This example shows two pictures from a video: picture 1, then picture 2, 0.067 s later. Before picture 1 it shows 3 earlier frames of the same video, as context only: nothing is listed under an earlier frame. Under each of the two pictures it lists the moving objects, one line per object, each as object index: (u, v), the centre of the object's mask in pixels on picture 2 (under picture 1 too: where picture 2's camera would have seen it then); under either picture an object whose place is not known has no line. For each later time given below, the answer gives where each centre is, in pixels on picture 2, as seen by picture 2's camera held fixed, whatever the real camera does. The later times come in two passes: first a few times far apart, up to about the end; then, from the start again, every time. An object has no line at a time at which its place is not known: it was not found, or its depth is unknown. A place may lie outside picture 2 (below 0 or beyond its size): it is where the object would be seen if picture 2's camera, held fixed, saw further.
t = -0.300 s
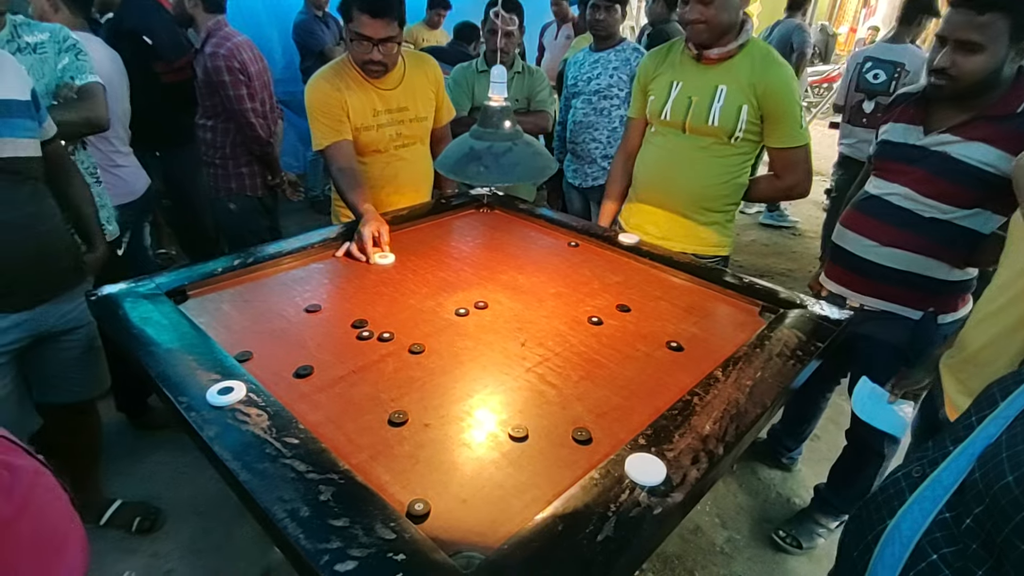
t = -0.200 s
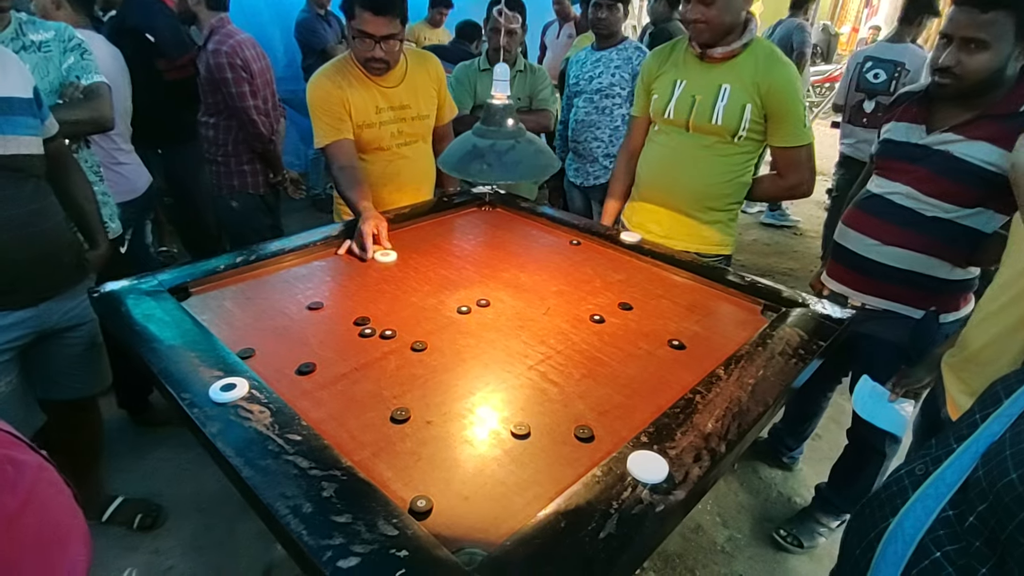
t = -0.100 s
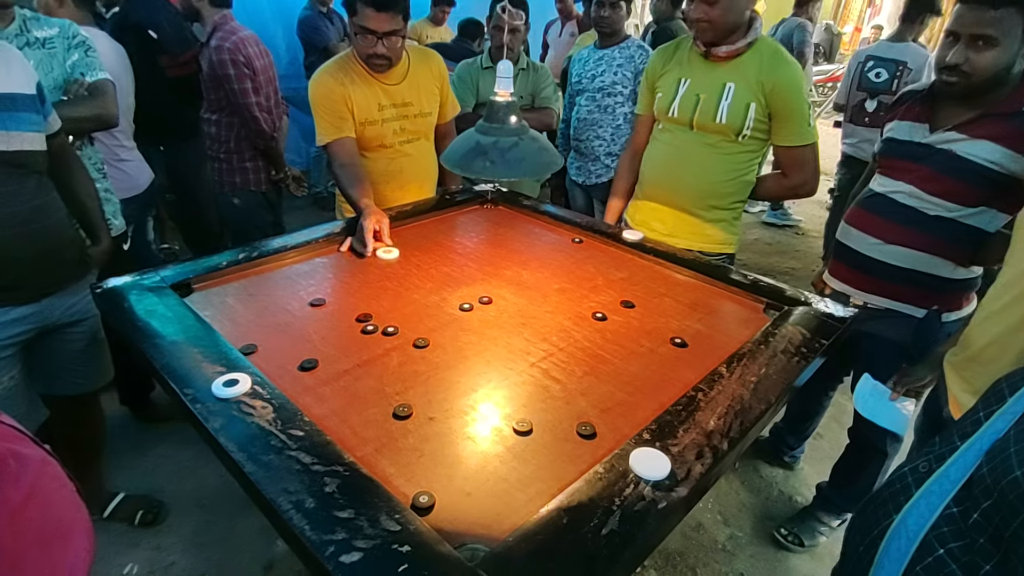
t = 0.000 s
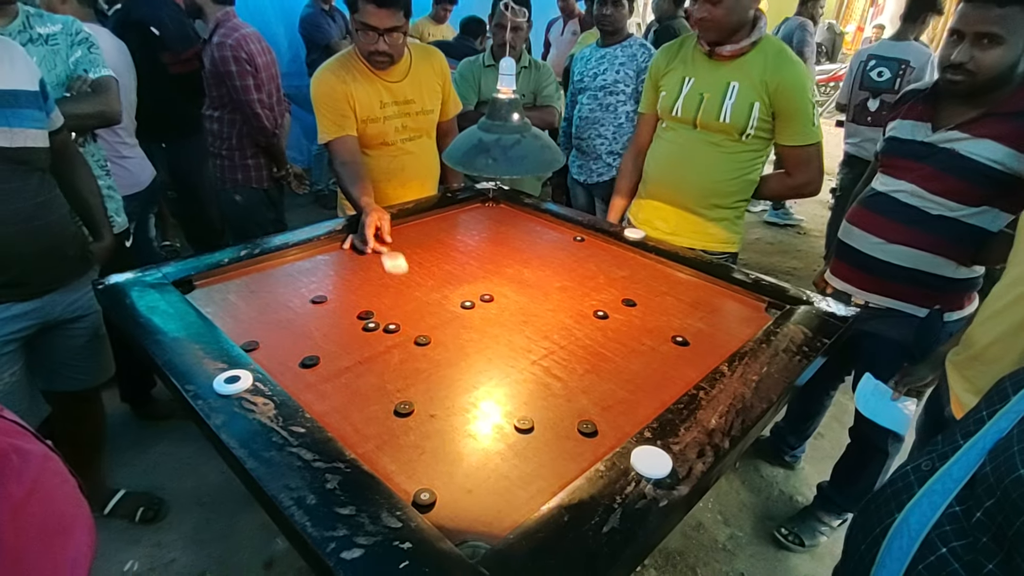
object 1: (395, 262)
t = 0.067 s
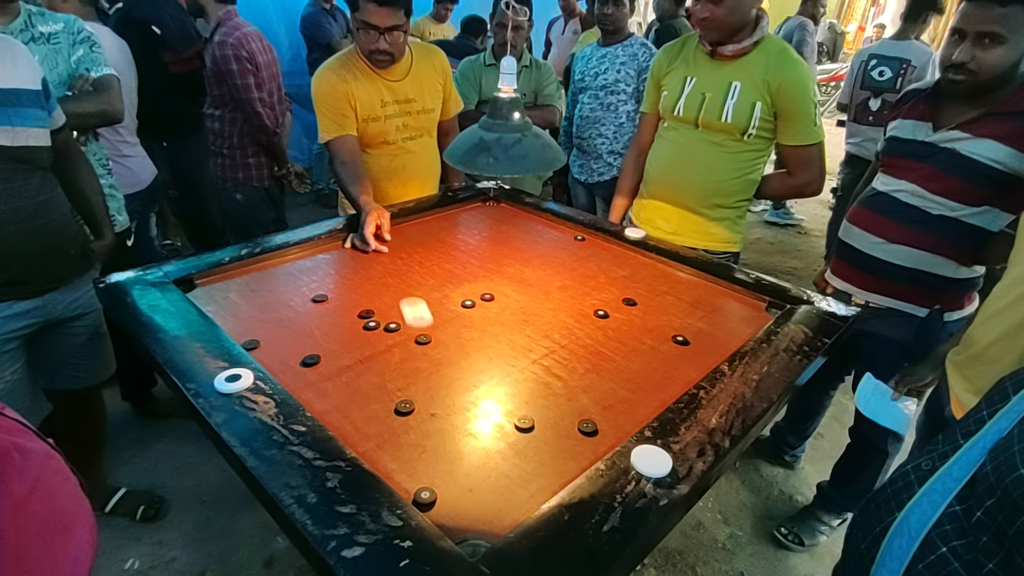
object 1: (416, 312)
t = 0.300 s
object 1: (443, 498)
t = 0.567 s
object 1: (375, 369)
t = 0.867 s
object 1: (354, 316)
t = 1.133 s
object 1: (350, 310)
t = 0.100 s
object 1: (427, 339)
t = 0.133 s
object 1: (439, 366)
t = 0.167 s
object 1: (453, 396)
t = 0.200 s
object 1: (469, 432)
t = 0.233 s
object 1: (490, 478)
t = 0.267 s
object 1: (491, 510)
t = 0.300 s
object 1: (443, 498)
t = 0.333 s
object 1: (415, 482)
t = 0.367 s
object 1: (406, 461)
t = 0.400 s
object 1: (399, 441)
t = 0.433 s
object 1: (393, 423)
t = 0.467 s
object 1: (388, 408)
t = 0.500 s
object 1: (383, 394)
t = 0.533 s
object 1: (379, 381)
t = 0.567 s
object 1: (375, 369)
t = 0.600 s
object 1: (371, 360)
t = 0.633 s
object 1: (368, 351)
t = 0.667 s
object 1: (365, 343)
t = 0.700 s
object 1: (362, 335)
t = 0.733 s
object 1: (360, 330)
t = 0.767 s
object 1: (358, 326)
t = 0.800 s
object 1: (356, 322)
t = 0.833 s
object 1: (355, 319)
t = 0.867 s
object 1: (354, 316)
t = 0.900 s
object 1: (353, 314)
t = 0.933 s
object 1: (352, 313)
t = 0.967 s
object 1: (352, 312)
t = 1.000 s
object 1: (351, 311)
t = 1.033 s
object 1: (351, 311)
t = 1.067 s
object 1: (351, 310)
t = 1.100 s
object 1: (350, 310)
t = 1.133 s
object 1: (350, 310)
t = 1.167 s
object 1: (350, 310)
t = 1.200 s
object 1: (350, 310)
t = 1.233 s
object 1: (350, 310)
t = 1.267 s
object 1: (350, 310)
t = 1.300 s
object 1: (350, 310)
